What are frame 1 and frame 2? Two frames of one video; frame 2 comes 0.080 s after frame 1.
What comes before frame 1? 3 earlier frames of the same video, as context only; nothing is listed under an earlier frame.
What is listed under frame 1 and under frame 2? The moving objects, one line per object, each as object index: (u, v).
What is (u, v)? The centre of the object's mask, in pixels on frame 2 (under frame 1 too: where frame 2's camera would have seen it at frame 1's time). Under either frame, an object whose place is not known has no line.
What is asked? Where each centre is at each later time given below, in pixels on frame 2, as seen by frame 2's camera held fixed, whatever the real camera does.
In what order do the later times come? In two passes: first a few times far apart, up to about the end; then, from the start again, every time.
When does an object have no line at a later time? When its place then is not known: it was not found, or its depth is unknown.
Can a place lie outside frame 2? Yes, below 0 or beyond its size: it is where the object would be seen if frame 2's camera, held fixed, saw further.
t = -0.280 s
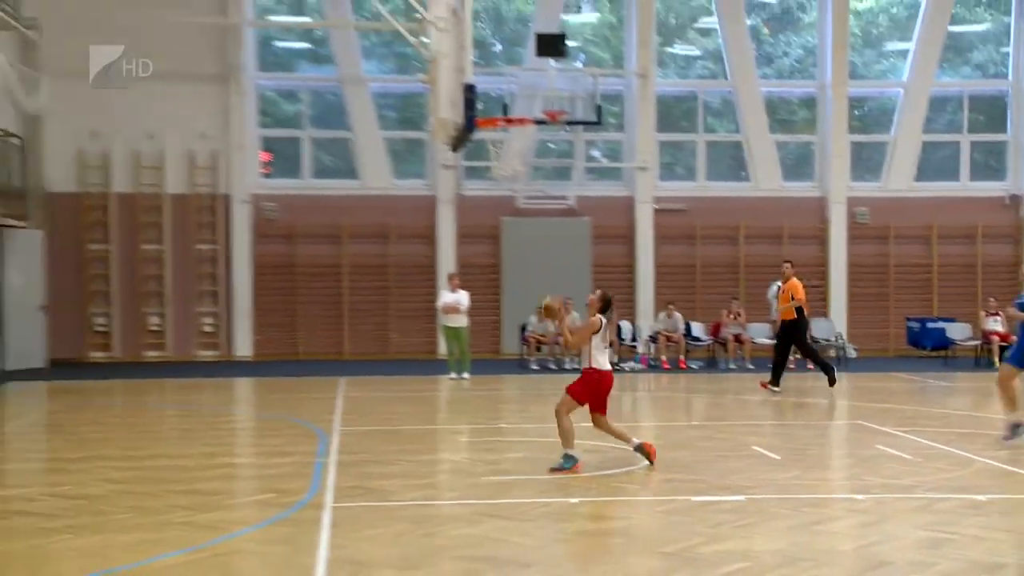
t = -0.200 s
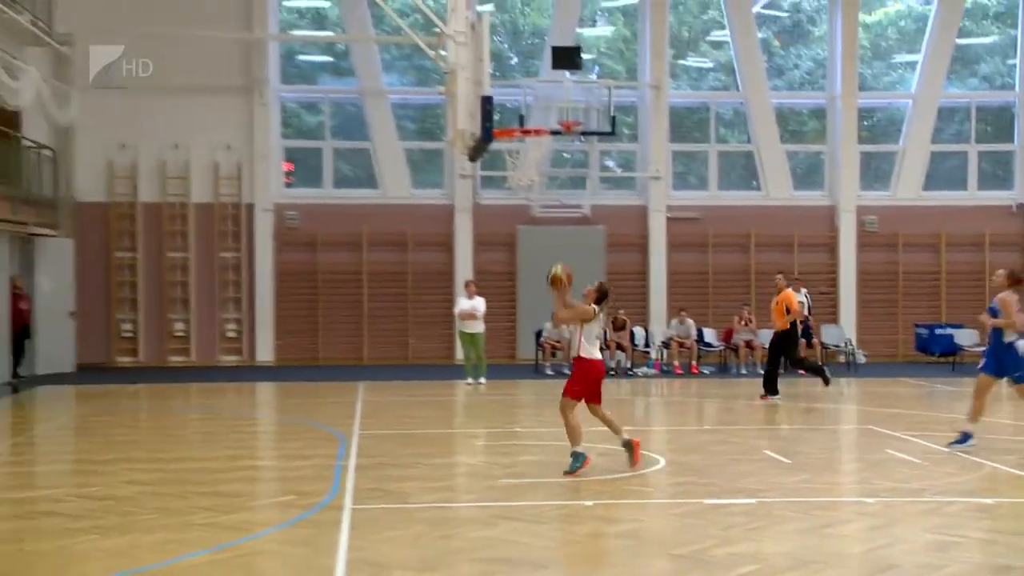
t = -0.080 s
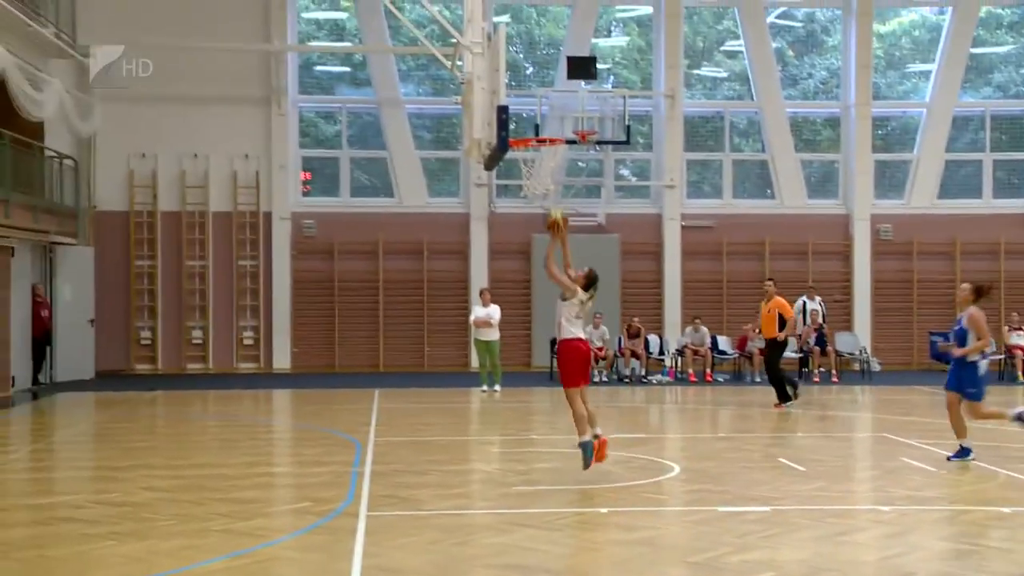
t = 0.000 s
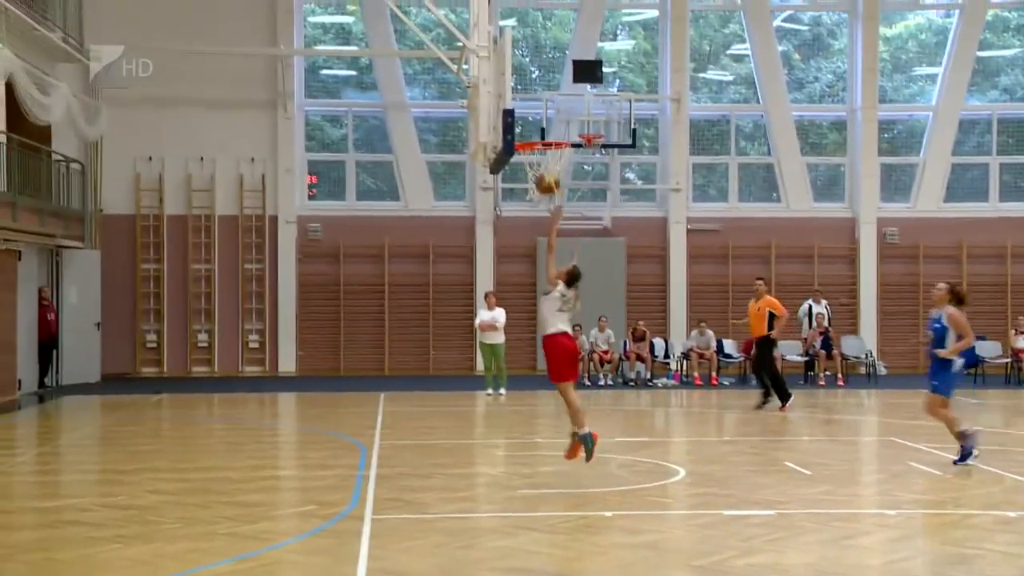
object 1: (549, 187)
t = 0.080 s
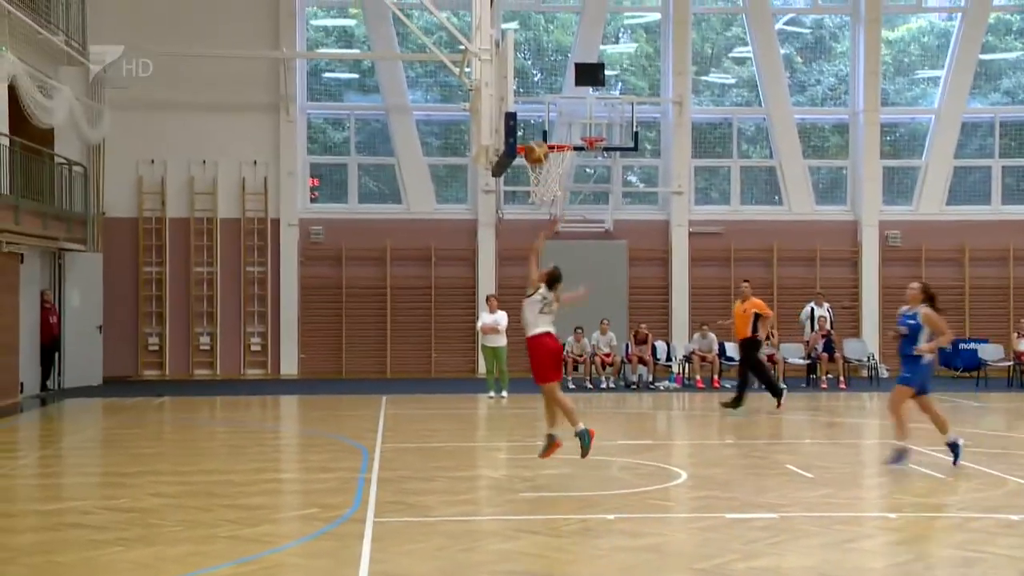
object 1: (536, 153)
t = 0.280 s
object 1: (529, 114)
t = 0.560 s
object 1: (550, 139)
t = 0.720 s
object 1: (559, 185)
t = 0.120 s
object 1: (530, 139)
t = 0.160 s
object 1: (526, 127)
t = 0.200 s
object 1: (525, 120)
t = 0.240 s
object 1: (526, 116)
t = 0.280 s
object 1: (529, 114)
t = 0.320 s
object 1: (532, 113)
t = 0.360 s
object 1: (534, 114)
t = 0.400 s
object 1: (538, 117)
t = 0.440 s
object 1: (541, 121)
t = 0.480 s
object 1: (544, 128)
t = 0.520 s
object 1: (547, 134)
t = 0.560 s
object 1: (550, 139)
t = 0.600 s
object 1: (553, 156)
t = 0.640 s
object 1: (556, 166)
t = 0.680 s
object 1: (558, 178)
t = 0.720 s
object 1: (559, 185)
